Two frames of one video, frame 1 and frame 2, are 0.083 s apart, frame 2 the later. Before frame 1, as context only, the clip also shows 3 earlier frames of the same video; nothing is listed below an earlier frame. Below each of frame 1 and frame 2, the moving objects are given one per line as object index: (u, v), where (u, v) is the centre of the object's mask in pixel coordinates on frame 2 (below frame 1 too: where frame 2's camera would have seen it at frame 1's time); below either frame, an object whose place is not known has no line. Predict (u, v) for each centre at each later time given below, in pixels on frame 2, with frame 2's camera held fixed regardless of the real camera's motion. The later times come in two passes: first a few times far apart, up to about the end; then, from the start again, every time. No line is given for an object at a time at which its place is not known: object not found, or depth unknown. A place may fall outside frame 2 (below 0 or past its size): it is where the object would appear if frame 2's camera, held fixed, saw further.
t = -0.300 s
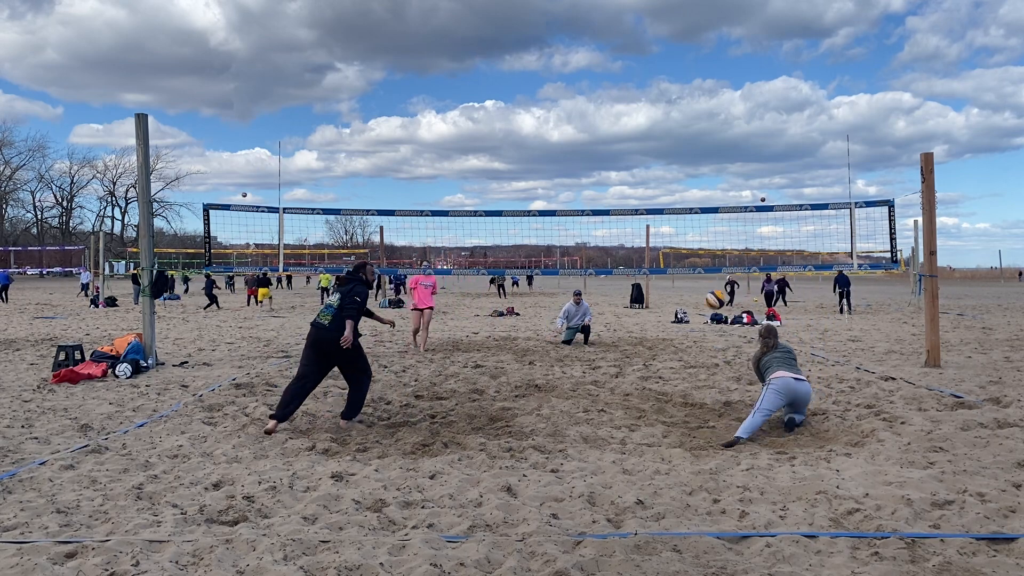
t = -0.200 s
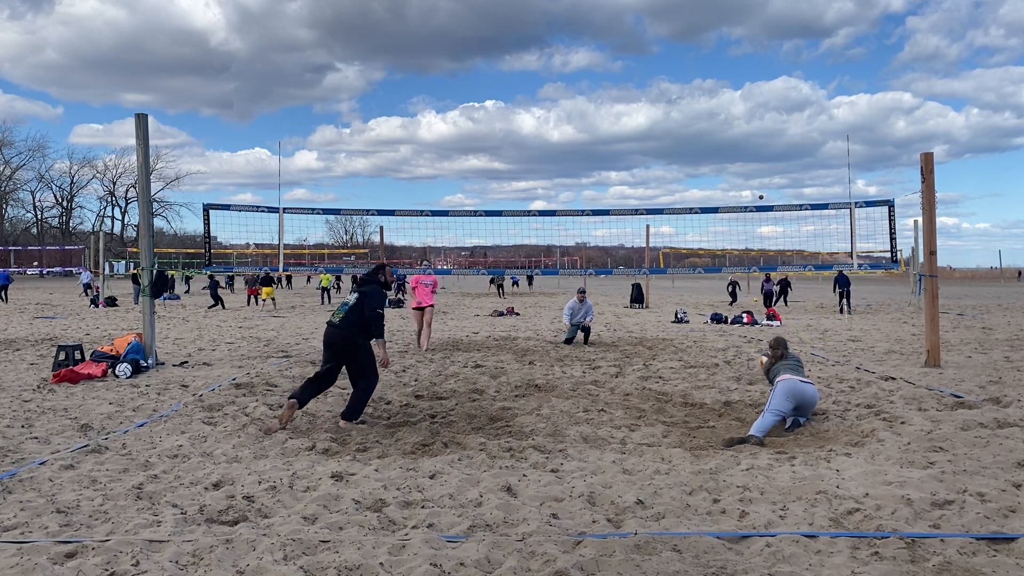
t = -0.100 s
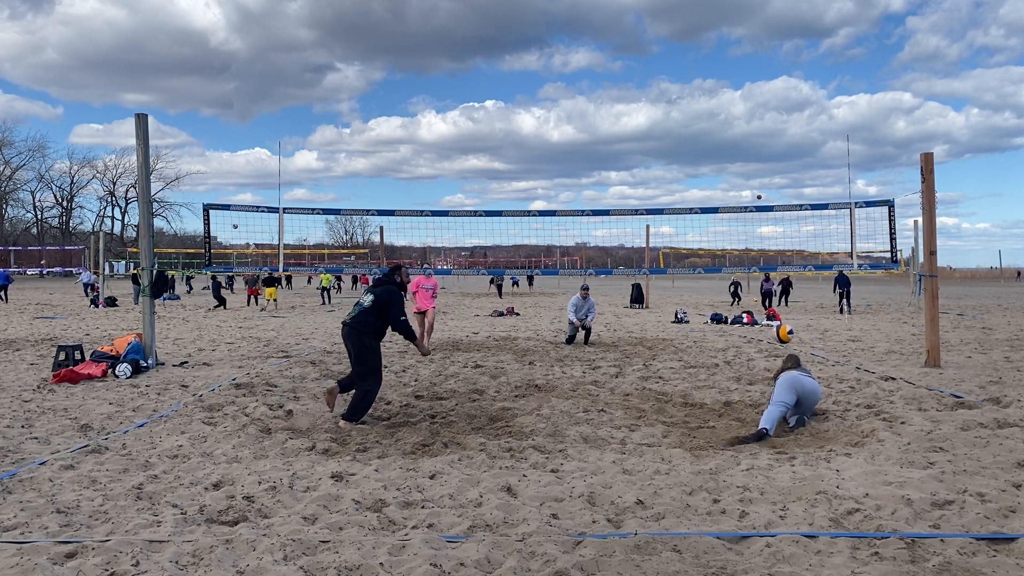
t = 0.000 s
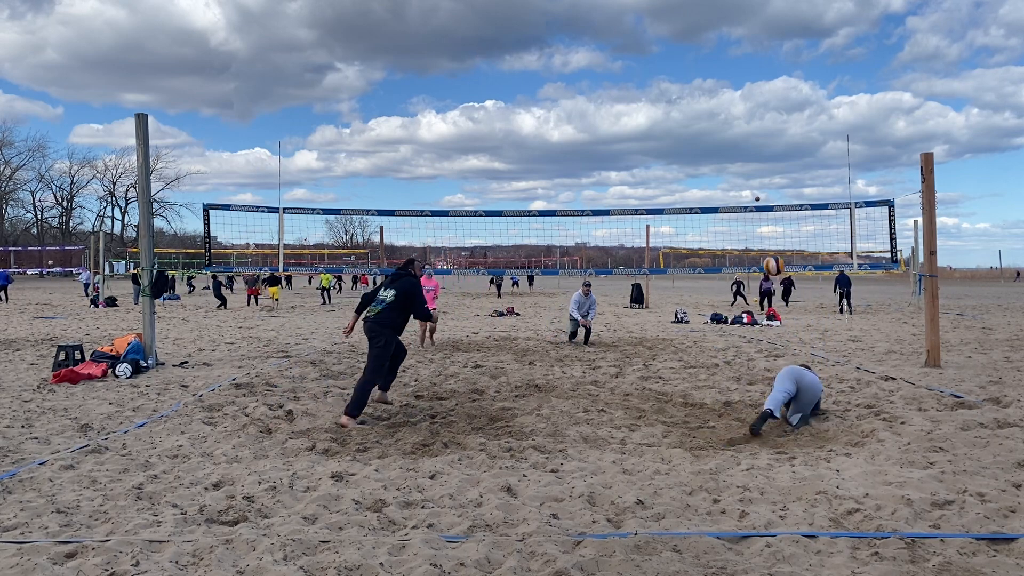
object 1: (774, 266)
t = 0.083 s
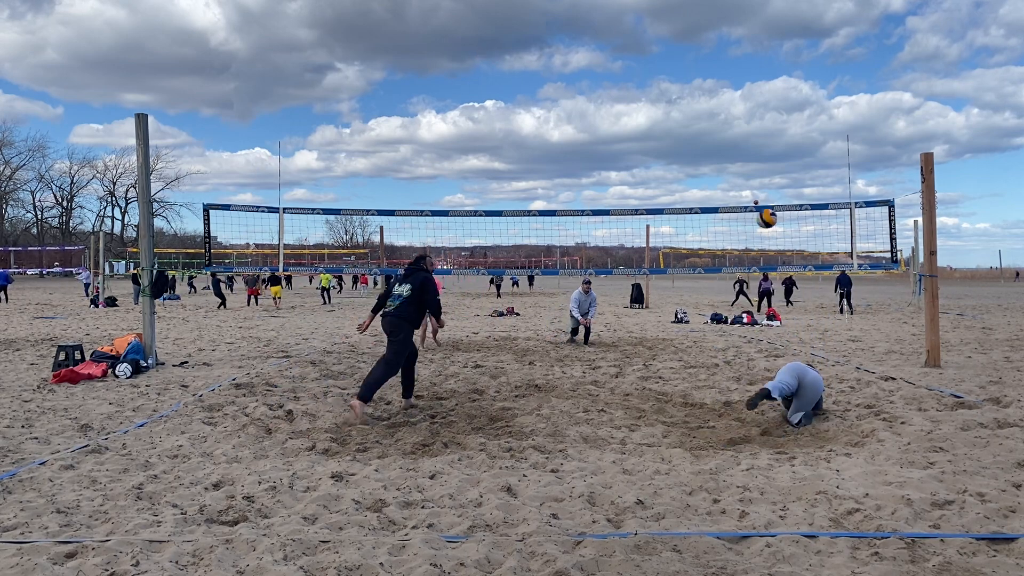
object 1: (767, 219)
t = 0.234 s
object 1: (755, 155)
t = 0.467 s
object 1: (739, 98)
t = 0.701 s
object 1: (724, 91)
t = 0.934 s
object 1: (709, 125)
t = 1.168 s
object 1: (695, 194)
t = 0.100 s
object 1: (765, 210)
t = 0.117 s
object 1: (763, 202)
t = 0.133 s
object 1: (762, 194)
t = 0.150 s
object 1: (761, 187)
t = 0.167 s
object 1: (760, 180)
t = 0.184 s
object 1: (759, 173)
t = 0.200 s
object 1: (758, 166)
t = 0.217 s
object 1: (756, 160)
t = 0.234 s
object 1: (755, 155)
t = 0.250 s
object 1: (754, 148)
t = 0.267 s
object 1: (753, 143)
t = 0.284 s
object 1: (751, 137)
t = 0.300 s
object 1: (750, 132)
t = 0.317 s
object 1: (749, 128)
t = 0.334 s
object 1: (748, 124)
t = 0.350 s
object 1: (747, 120)
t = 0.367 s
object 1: (746, 116)
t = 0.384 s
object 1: (745, 112)
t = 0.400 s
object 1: (743, 109)
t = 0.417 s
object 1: (742, 106)
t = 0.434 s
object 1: (741, 103)
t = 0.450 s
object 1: (740, 100)
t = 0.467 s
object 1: (739, 98)
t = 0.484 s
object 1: (738, 96)
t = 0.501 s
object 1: (737, 94)
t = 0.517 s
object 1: (736, 93)
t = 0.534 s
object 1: (734, 92)
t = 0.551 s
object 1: (733, 90)
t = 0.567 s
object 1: (732, 89)
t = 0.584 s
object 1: (731, 89)
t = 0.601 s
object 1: (730, 88)
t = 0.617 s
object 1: (729, 88)
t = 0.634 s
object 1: (728, 88)
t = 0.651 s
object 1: (727, 89)
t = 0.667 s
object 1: (726, 89)
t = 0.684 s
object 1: (725, 90)
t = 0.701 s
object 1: (724, 91)
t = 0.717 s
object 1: (723, 92)
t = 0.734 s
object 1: (722, 93)
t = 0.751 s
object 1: (721, 95)
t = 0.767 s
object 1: (720, 96)
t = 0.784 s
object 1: (719, 98)
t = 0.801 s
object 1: (717, 100)
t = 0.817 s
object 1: (717, 103)
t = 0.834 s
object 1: (716, 105)
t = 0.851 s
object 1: (715, 108)
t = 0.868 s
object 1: (714, 111)
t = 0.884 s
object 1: (713, 114)
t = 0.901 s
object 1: (712, 117)
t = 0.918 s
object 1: (710, 121)
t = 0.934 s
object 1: (709, 125)
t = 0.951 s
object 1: (709, 128)
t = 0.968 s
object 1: (708, 132)
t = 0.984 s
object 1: (706, 137)
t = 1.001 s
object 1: (705, 142)
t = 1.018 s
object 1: (704, 145)
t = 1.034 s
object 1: (704, 150)
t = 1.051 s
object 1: (703, 155)
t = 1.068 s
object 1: (702, 160)
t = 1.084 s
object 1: (700, 165)
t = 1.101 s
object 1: (699, 171)
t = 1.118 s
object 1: (698, 176)
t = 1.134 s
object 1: (697, 182)
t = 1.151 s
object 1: (696, 187)
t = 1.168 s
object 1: (695, 194)
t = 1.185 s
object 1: (694, 199)
